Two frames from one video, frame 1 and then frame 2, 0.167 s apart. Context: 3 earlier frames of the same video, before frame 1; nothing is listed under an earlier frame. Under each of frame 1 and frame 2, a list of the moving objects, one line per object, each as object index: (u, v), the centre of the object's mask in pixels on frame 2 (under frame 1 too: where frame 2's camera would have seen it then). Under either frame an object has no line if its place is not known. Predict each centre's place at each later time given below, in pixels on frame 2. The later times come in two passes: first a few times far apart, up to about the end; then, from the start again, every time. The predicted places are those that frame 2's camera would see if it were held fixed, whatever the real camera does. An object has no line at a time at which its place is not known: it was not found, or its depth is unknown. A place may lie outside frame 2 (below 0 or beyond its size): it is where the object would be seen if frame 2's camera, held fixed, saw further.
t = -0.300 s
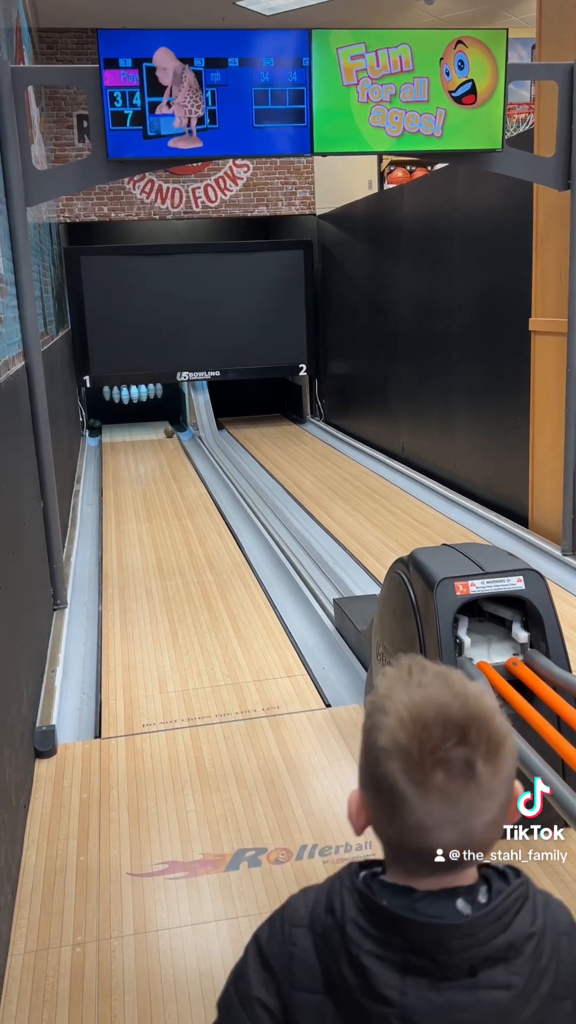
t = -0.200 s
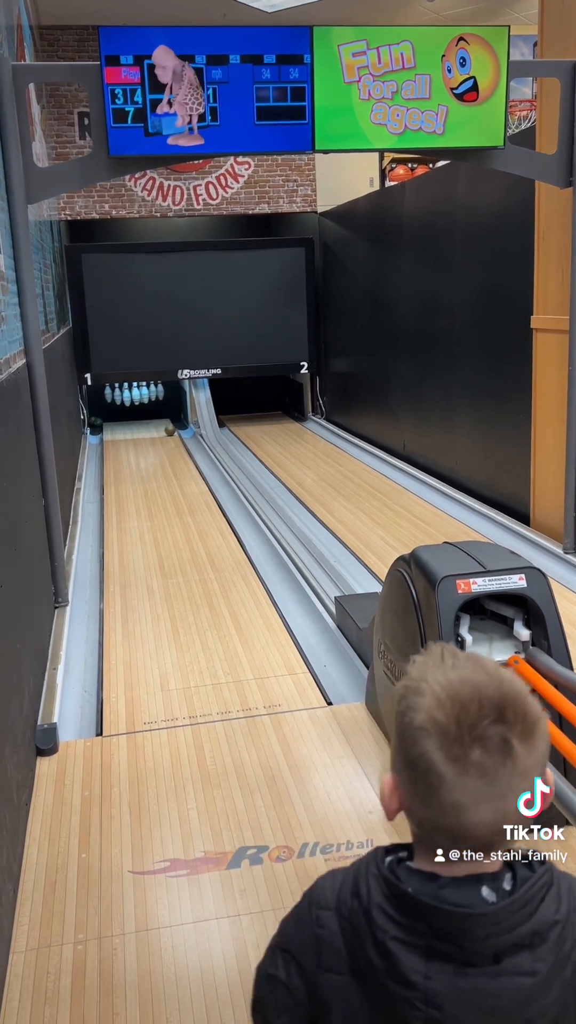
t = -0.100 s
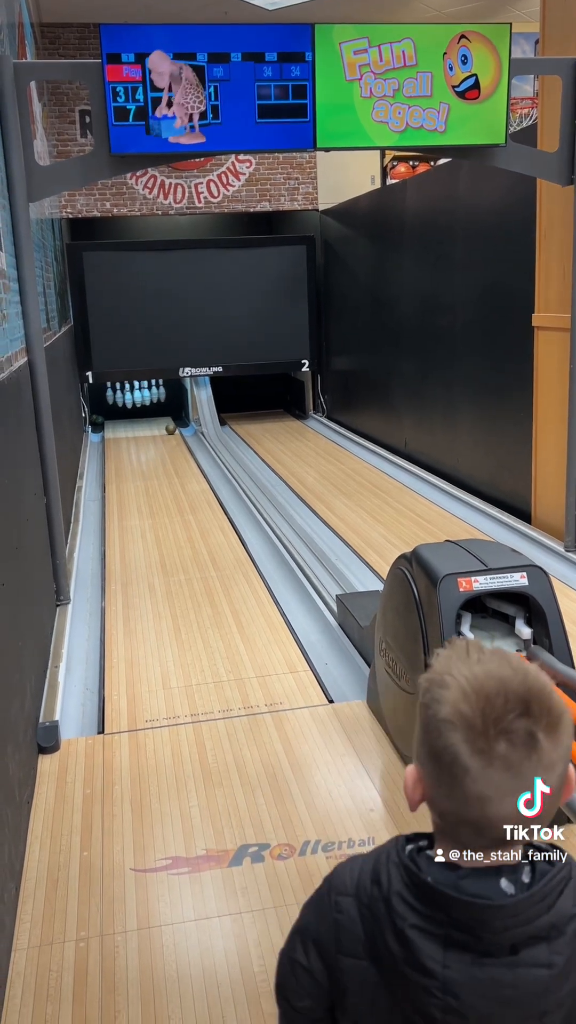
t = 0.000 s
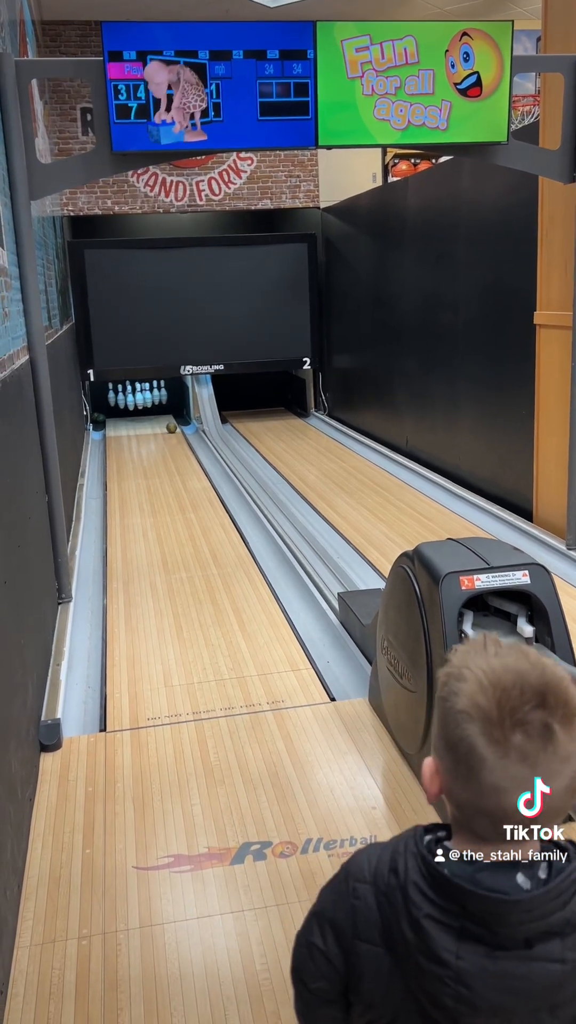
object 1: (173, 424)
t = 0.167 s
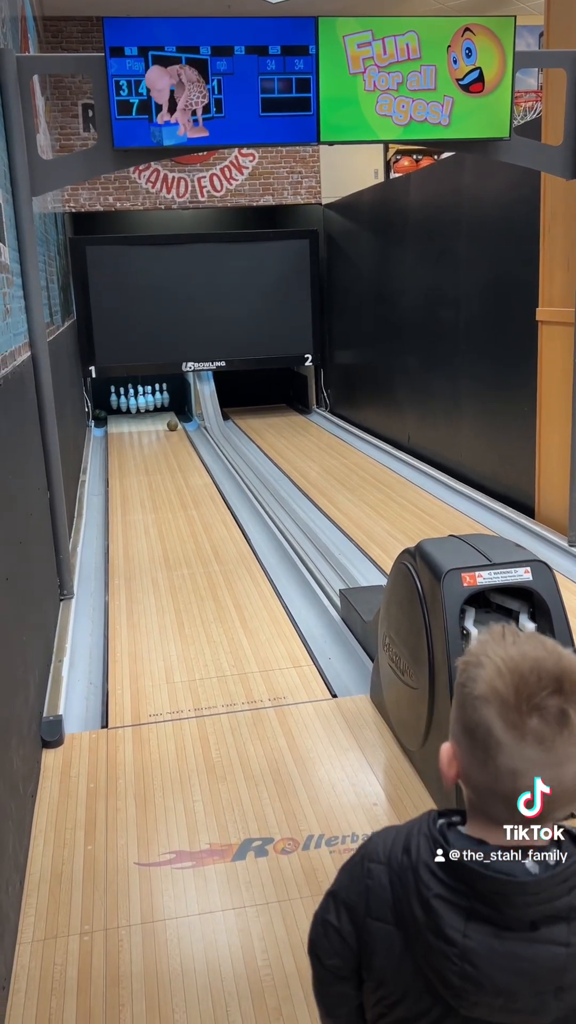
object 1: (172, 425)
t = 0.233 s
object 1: (172, 425)
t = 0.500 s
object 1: (171, 427)
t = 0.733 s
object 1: (170, 428)
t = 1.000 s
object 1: (169, 430)
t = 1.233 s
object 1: (167, 432)
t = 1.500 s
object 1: (167, 433)
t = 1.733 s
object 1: (166, 435)
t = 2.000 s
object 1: (165, 437)
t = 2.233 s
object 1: (164, 439)
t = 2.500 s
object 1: (163, 441)
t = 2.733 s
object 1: (162, 443)
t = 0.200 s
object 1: (172, 425)
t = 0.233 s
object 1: (172, 425)
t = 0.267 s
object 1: (172, 426)
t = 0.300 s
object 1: (171, 426)
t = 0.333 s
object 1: (172, 426)
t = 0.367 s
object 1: (171, 426)
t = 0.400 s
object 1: (171, 426)
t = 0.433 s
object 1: (171, 427)
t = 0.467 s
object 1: (171, 427)
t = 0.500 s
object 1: (171, 427)
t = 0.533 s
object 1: (171, 427)
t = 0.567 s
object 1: (170, 427)
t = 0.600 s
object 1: (170, 428)
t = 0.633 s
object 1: (170, 428)
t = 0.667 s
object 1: (170, 428)
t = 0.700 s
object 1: (170, 428)
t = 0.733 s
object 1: (170, 428)
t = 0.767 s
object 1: (169, 429)
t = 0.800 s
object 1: (169, 429)
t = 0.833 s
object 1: (169, 429)
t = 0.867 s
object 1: (169, 429)
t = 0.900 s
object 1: (169, 430)
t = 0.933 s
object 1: (169, 430)
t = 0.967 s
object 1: (169, 430)
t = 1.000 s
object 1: (169, 430)
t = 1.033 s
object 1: (168, 430)
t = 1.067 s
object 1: (168, 430)
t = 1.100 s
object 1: (168, 431)
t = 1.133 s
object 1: (168, 431)
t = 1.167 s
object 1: (168, 431)
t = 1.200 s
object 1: (168, 431)
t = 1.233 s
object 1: (167, 432)
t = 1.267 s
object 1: (167, 432)
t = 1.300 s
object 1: (167, 432)
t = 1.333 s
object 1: (167, 432)
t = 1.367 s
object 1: (167, 432)
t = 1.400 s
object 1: (167, 433)
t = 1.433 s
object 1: (167, 433)
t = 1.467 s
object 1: (167, 433)
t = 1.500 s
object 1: (167, 433)
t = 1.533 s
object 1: (166, 434)
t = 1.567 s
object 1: (166, 434)
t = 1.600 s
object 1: (166, 434)
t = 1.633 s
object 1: (166, 434)
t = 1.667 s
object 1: (166, 435)
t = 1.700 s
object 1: (166, 435)
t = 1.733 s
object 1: (166, 435)
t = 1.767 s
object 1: (166, 435)
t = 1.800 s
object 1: (165, 436)
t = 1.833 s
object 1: (165, 436)
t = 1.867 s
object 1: (165, 436)
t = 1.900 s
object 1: (165, 436)
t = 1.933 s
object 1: (165, 436)
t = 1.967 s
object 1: (165, 437)
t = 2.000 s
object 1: (165, 437)
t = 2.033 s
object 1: (165, 437)
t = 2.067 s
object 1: (164, 437)
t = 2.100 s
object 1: (164, 438)
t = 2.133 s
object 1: (164, 438)
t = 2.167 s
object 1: (164, 438)
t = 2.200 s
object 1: (164, 438)
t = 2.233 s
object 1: (164, 439)
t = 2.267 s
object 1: (164, 439)
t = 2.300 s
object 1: (163, 439)
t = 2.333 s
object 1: (163, 439)
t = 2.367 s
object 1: (163, 440)
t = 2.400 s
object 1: (163, 440)
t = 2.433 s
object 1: (163, 440)
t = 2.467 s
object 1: (163, 441)
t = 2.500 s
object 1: (163, 441)
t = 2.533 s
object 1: (163, 441)
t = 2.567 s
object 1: (163, 441)
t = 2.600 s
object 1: (163, 442)
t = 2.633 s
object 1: (162, 442)
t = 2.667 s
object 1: (163, 442)
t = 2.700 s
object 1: (162, 442)
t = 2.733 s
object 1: (162, 443)
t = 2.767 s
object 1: (162, 443)
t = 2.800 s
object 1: (162, 443)
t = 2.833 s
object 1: (162, 443)
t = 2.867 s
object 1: (162, 444)
